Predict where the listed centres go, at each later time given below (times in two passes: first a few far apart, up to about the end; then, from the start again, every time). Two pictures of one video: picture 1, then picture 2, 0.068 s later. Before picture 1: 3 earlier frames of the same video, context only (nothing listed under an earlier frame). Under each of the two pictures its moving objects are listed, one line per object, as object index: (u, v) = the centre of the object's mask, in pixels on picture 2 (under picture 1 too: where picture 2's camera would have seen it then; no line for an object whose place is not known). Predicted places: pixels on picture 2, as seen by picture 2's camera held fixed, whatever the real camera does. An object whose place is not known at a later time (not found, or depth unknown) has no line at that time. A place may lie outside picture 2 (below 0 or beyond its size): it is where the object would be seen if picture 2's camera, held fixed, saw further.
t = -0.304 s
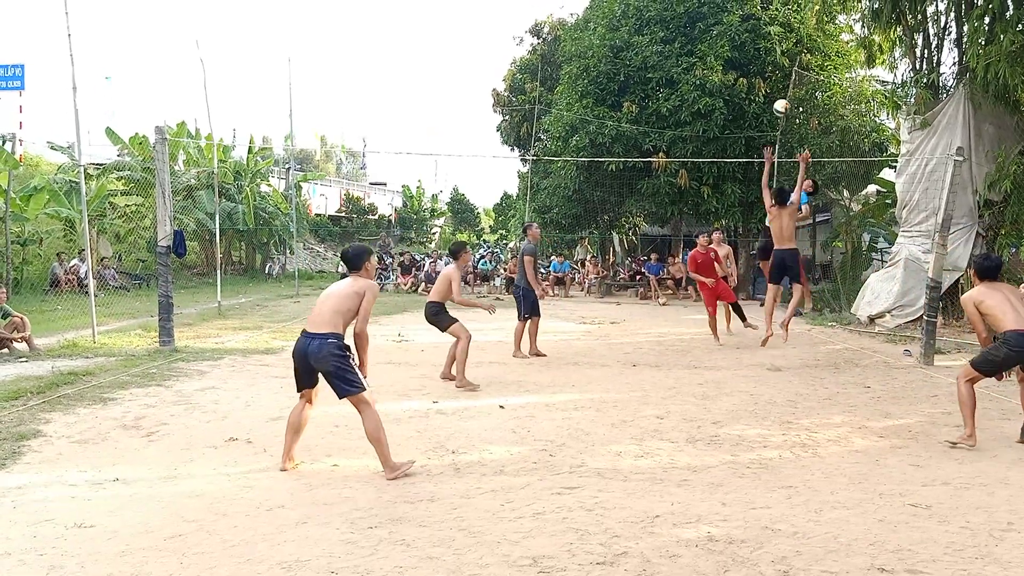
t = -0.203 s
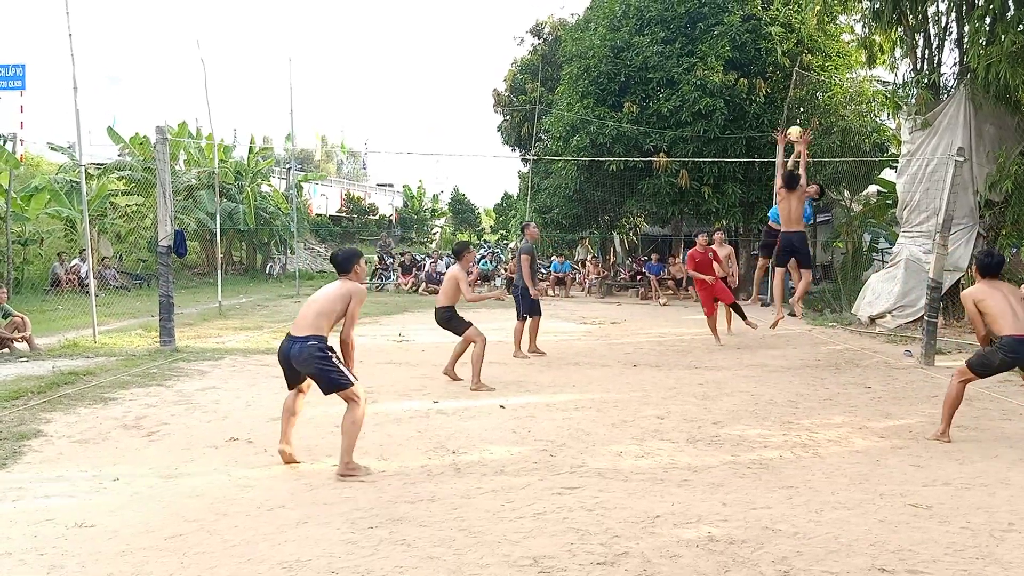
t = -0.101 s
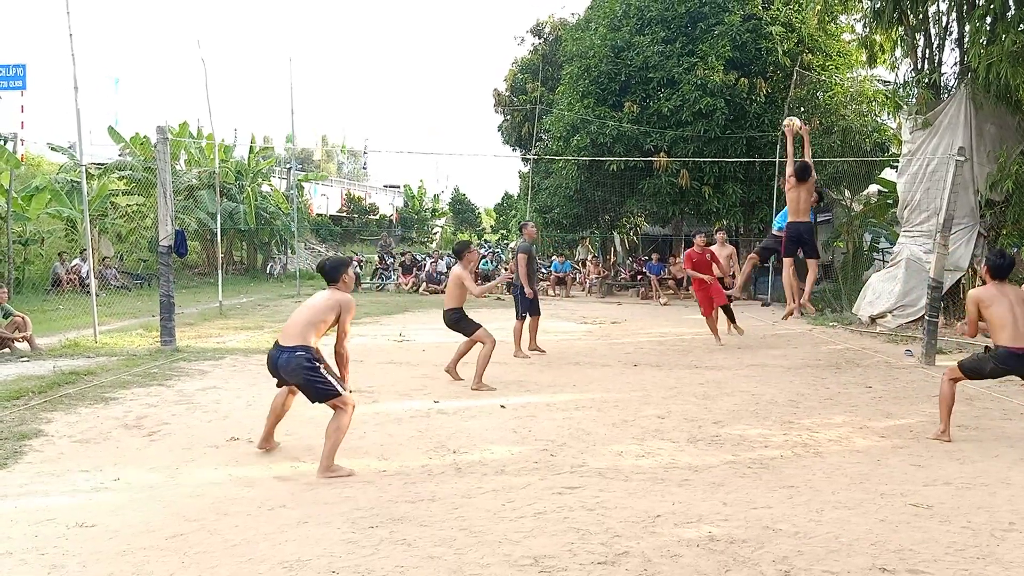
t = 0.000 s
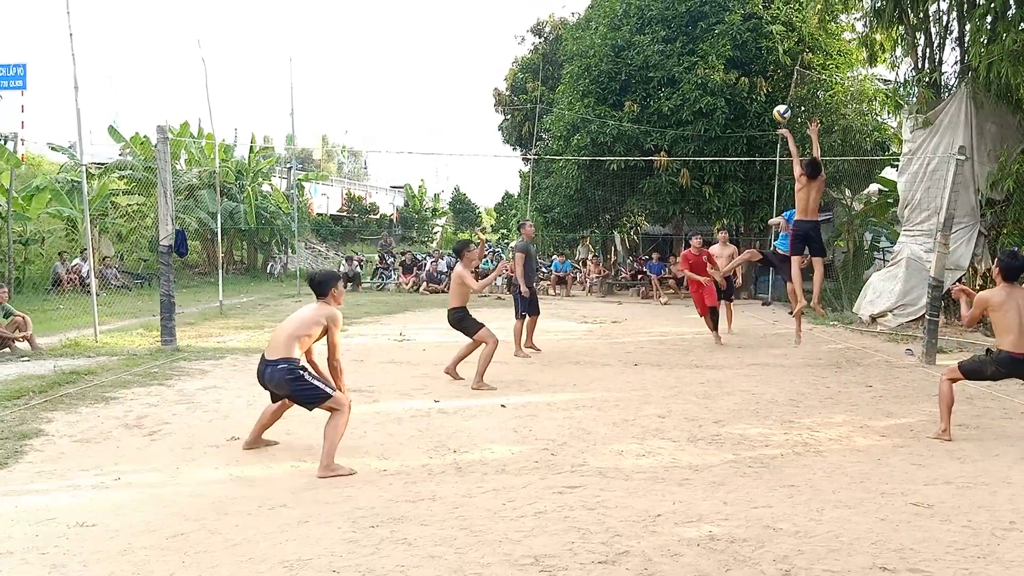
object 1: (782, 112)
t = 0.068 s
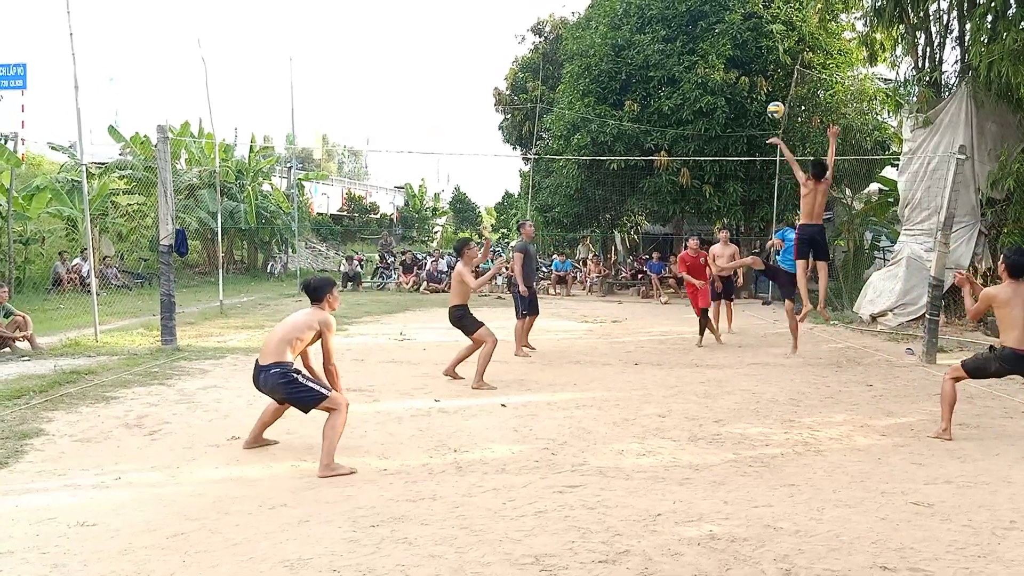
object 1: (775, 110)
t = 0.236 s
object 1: (760, 119)
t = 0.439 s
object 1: (742, 156)
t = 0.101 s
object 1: (772, 110)
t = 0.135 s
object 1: (769, 111)
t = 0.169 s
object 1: (766, 113)
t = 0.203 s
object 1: (763, 115)
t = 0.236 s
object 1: (760, 119)
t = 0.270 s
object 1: (757, 123)
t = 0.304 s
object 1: (753, 128)
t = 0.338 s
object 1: (751, 134)
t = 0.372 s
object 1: (748, 141)
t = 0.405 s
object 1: (745, 148)
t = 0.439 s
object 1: (742, 156)
